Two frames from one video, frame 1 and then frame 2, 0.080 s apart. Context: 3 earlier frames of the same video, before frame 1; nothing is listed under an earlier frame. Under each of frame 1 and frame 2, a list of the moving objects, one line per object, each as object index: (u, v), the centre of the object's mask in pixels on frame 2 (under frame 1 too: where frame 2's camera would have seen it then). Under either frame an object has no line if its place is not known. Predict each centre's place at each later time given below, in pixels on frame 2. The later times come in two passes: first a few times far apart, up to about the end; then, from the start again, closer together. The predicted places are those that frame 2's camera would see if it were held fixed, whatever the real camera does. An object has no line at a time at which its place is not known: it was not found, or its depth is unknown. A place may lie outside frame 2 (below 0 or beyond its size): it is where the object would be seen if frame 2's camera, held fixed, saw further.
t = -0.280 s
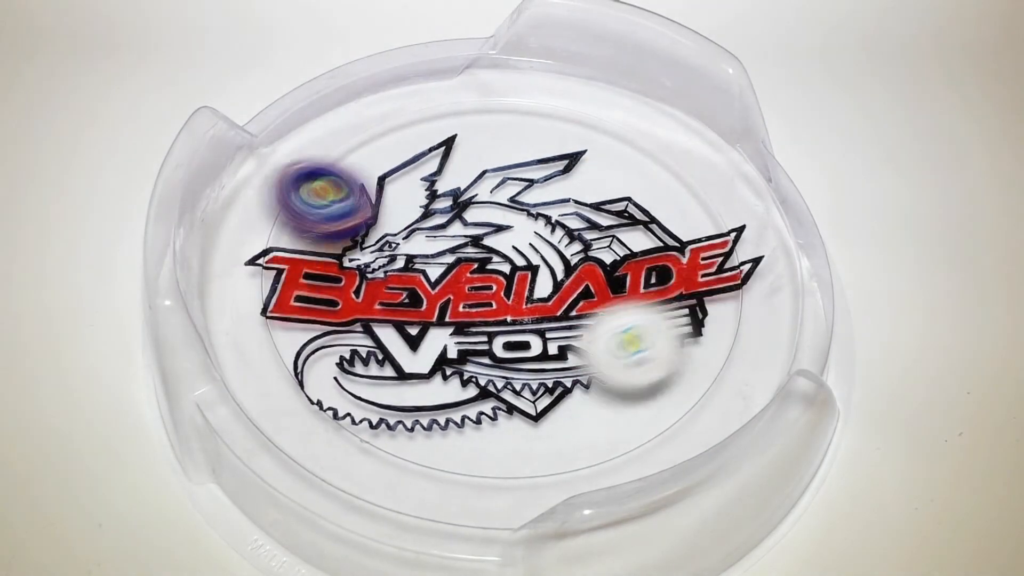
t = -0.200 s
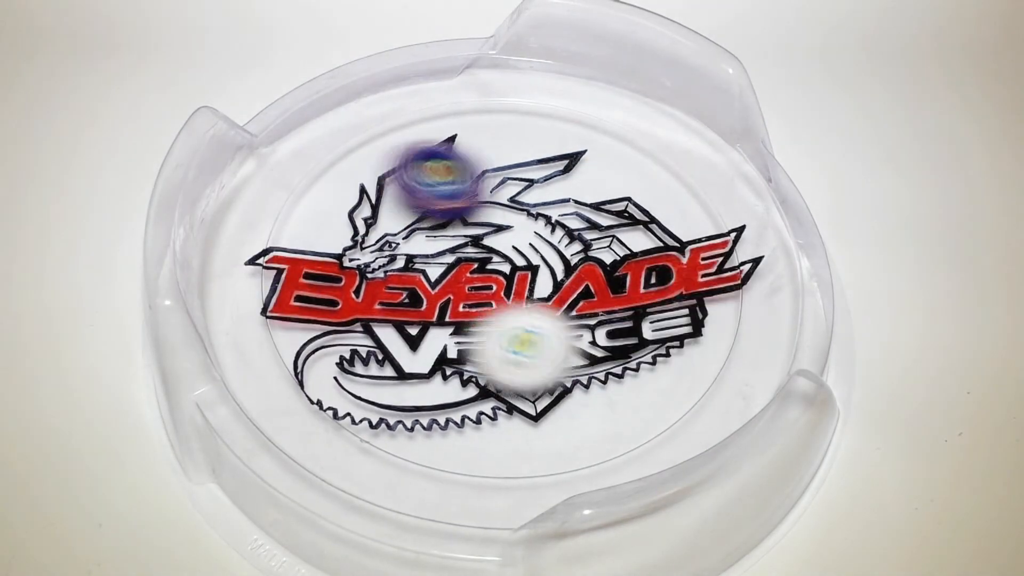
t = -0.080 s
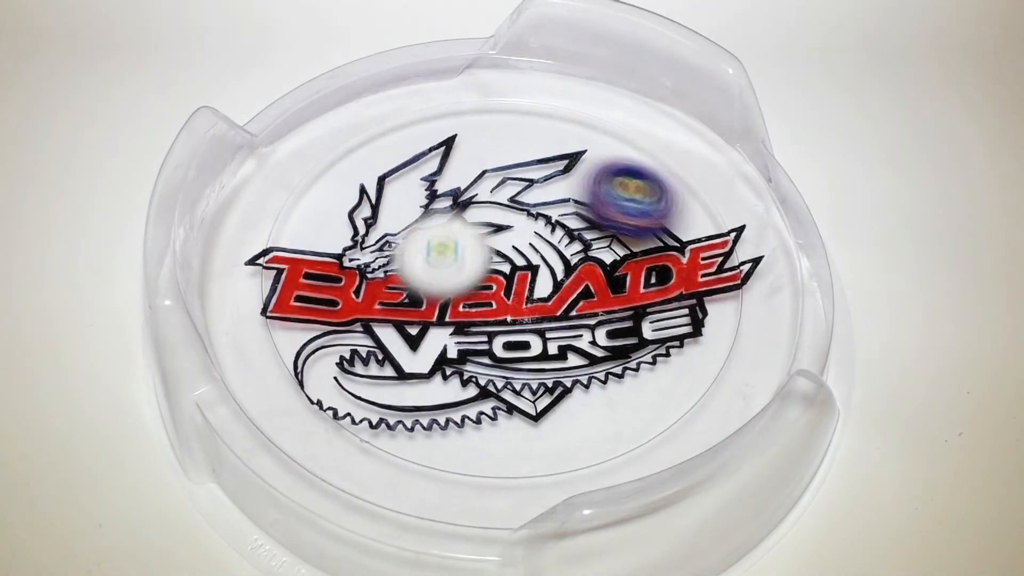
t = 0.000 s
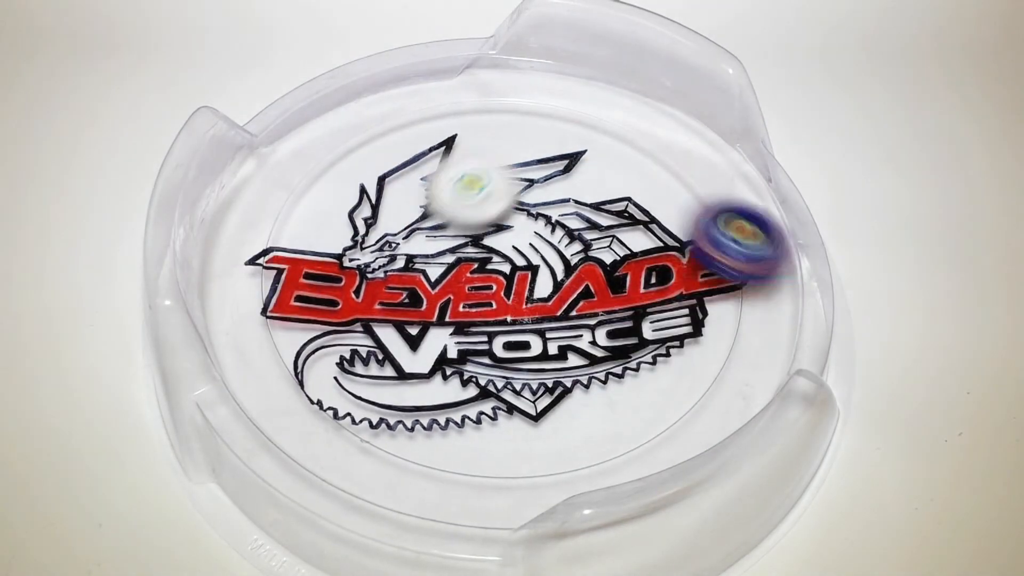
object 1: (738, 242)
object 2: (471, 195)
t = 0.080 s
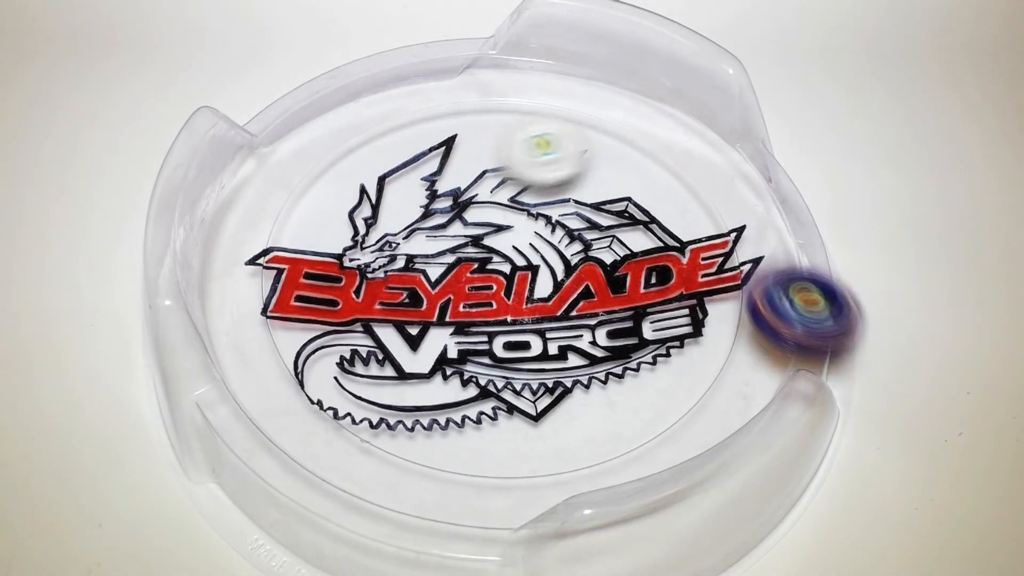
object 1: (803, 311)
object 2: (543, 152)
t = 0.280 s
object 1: (715, 317)
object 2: (706, 197)
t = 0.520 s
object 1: (311, 403)
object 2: (622, 124)
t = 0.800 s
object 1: (466, 142)
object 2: (634, 160)
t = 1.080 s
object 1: (594, 183)
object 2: (633, 289)
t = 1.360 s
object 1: (592, 279)
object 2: (387, 272)
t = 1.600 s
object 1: (456, 266)
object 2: (460, 123)
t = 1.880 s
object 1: (532, 123)
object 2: (575, 263)
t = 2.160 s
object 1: (676, 299)
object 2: (370, 249)
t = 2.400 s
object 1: (375, 367)
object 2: (474, 168)
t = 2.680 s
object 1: (352, 117)
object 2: (488, 316)
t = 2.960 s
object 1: (685, 161)
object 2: (370, 237)
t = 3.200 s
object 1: (601, 419)
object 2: (510, 264)
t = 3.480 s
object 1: (265, 274)
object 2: (424, 339)
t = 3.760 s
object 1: (481, 87)
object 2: (443, 263)
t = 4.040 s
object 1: (715, 283)
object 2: (536, 303)
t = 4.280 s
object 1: (478, 447)
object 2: (484, 337)
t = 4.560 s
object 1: (285, 214)
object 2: (511, 285)
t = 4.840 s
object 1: (567, 128)
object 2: (577, 302)
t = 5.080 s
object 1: (739, 304)
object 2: (547, 316)
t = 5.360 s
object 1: (432, 432)
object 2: (529, 262)
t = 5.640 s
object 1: (341, 197)
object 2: (577, 250)
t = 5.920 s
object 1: (612, 125)
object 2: (555, 274)
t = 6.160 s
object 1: (739, 291)
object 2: (504, 252)
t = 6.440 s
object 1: (465, 408)
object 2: (516, 220)
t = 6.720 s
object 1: (341, 195)
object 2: (523, 243)
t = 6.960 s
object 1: (523, 90)
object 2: (485, 263)
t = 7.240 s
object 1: (704, 236)
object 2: (455, 246)
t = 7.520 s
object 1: (499, 393)
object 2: (477, 252)
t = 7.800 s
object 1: (310, 236)
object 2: (484, 283)
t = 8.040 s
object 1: (446, 118)
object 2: (468, 290)
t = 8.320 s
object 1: (654, 235)
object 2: (476, 283)
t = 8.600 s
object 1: (517, 403)
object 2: (509, 290)
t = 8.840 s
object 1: (327, 305)
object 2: (518, 302)
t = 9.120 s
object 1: (457, 154)
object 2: (510, 295)
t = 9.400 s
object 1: (669, 234)
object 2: (525, 276)
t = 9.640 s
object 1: (600, 389)
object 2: (539, 274)
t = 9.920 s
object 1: (369, 313)
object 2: (530, 276)
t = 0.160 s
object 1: (786, 281)
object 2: (631, 153)
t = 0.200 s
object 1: (763, 273)
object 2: (672, 171)
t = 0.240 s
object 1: (732, 284)
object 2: (700, 196)
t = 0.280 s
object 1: (715, 317)
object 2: (706, 197)
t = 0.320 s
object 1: (701, 386)
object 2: (685, 155)
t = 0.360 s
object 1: (624, 434)
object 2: (657, 134)
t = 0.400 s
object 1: (543, 455)
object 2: (632, 133)
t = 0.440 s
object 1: (457, 456)
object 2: (622, 131)
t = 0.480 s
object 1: (378, 436)
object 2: (619, 130)
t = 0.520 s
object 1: (311, 403)
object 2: (622, 124)
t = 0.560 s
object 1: (269, 360)
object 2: (629, 120)
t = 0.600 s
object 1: (282, 316)
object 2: (634, 132)
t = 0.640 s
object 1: (302, 291)
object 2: (640, 144)
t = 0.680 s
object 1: (331, 254)
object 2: (642, 150)
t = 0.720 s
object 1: (370, 212)
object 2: (643, 154)
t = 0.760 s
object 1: (414, 176)
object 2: (640, 157)
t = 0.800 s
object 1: (466, 142)
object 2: (634, 160)
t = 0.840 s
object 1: (522, 118)
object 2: (626, 162)
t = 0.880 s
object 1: (556, 84)
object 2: (644, 175)
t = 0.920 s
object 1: (563, 79)
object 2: (673, 198)
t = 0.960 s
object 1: (567, 108)
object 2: (682, 220)
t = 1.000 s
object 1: (577, 134)
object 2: (674, 239)
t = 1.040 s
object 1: (591, 166)
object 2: (650, 258)
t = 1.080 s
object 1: (594, 183)
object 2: (633, 289)
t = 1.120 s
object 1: (588, 191)
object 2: (608, 320)
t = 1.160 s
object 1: (584, 202)
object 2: (571, 340)
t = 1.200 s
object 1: (582, 215)
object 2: (521, 344)
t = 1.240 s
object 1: (585, 232)
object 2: (476, 336)
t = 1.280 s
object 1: (592, 247)
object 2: (442, 320)
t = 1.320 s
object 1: (596, 263)
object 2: (411, 298)
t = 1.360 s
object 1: (592, 279)
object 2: (387, 272)
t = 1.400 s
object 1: (577, 293)
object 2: (377, 241)
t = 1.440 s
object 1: (556, 302)
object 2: (377, 210)
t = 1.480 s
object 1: (528, 306)
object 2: (385, 180)
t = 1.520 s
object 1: (501, 299)
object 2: (404, 156)
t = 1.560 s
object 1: (477, 286)
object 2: (430, 138)
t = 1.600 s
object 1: (456, 266)
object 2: (460, 123)
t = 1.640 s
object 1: (444, 242)
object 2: (489, 126)
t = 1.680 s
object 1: (438, 214)
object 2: (522, 136)
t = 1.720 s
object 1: (443, 186)
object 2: (549, 152)
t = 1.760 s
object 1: (457, 161)
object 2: (573, 176)
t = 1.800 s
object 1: (477, 140)
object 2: (586, 204)
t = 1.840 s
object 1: (502, 128)
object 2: (587, 237)
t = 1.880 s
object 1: (532, 123)
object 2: (575, 263)
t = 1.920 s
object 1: (566, 128)
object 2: (550, 287)
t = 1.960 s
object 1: (600, 139)
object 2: (515, 304)
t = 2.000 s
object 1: (634, 157)
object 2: (478, 308)
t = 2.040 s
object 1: (662, 185)
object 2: (442, 306)
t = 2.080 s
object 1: (682, 224)
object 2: (410, 293)
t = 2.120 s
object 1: (685, 260)
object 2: (384, 275)
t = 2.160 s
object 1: (676, 299)
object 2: (370, 249)
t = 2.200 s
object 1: (653, 335)
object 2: (364, 225)
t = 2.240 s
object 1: (614, 366)
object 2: (370, 199)
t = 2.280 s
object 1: (560, 388)
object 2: (388, 179)
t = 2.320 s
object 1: (500, 395)
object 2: (412, 165)
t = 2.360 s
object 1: (436, 389)
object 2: (444, 160)
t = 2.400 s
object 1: (375, 367)
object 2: (474, 168)
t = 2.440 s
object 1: (326, 336)
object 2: (499, 180)
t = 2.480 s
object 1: (292, 301)
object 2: (520, 201)
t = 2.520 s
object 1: (267, 260)
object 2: (533, 228)
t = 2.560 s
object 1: (271, 219)
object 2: (536, 254)
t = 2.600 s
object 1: (291, 182)
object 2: (528, 279)
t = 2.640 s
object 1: (313, 146)
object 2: (512, 301)
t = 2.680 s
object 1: (352, 117)
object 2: (488, 316)
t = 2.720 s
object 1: (397, 98)
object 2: (458, 323)
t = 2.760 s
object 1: (449, 85)
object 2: (425, 322)
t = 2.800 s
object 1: (504, 80)
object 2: (399, 312)
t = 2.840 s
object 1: (558, 87)
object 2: (376, 296)
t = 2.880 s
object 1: (607, 102)
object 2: (365, 278)
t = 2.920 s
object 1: (651, 127)
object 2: (362, 256)
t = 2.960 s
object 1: (685, 161)
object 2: (370, 237)
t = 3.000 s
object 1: (708, 203)
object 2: (390, 220)
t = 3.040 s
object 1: (720, 251)
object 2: (417, 214)
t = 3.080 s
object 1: (715, 300)
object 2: (444, 217)
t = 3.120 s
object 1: (691, 347)
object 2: (469, 226)
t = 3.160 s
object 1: (653, 389)
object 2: (493, 241)
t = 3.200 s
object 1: (601, 419)
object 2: (510, 264)
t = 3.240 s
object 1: (541, 441)
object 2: (519, 284)
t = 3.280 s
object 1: (475, 448)
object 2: (516, 305)
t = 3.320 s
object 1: (412, 431)
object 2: (506, 327)
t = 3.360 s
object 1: (352, 406)
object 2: (488, 340)
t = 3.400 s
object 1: (309, 363)
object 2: (466, 348)
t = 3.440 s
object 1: (279, 321)
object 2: (445, 347)
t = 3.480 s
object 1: (265, 274)
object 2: (424, 339)
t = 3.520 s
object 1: (269, 229)
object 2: (408, 326)
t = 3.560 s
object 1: (284, 186)
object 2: (397, 312)
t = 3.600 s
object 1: (310, 150)
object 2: (397, 298)
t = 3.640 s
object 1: (345, 121)
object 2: (402, 287)
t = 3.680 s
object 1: (386, 102)
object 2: (412, 276)
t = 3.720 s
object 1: (432, 90)
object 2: (427, 268)
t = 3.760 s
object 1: (481, 87)
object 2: (443, 263)
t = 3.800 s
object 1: (530, 93)
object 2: (462, 262)
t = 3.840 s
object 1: (578, 107)
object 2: (480, 264)
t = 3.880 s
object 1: (623, 130)
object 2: (495, 269)
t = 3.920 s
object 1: (660, 161)
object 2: (509, 275)
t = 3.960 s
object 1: (689, 196)
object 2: (524, 283)
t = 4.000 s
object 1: (708, 241)
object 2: (532, 293)
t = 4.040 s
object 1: (715, 283)
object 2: (536, 303)
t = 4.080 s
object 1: (707, 327)
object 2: (536, 312)
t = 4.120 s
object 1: (686, 374)
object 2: (532, 327)
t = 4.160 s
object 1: (653, 409)
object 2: (525, 337)
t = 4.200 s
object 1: (600, 434)
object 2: (512, 343)
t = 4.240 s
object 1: (541, 447)
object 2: (497, 343)
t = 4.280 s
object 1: (478, 447)
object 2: (484, 337)
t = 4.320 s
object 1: (417, 431)
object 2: (476, 328)
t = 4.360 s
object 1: (363, 409)
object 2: (475, 319)
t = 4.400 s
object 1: (319, 373)
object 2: (477, 310)
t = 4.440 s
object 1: (288, 334)
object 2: (482, 301)
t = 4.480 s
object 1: (272, 295)
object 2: (488, 294)
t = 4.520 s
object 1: (271, 252)
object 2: (498, 290)
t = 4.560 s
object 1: (285, 214)
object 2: (511, 285)
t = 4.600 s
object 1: (308, 182)
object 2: (525, 282)
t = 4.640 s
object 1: (341, 155)
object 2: (537, 282)
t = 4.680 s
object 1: (381, 136)
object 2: (551, 283)
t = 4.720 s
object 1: (426, 124)
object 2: (560, 287)
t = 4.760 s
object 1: (473, 117)
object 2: (569, 291)
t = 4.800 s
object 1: (519, 119)
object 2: (574, 295)
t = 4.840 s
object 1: (567, 128)
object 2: (577, 302)
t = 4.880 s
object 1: (612, 145)
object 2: (578, 307)
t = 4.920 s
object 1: (652, 166)
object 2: (575, 311)
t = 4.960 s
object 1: (686, 194)
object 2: (568, 315)
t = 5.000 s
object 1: (713, 226)
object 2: (562, 317)
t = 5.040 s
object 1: (732, 264)
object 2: (554, 317)
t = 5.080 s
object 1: (739, 304)
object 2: (547, 316)
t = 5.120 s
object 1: (720, 343)
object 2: (539, 310)
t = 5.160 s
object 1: (692, 380)
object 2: (532, 306)
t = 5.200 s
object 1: (649, 411)
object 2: (527, 300)
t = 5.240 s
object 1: (599, 434)
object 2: (523, 292)
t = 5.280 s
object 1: (542, 445)
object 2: (523, 283)
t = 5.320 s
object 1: (486, 445)
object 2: (525, 275)
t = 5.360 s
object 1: (432, 432)
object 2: (529, 262)
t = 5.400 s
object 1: (384, 410)
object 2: (535, 256)
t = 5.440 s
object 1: (347, 377)
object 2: (541, 253)
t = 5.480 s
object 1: (320, 341)
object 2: (549, 249)
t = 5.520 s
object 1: (310, 302)
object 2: (556, 245)
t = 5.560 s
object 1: (312, 266)
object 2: (564, 244)
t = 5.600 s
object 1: (321, 229)
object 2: (571, 246)
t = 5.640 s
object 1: (341, 197)
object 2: (577, 250)
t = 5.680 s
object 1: (369, 168)
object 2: (579, 253)
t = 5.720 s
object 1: (403, 146)
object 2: (580, 258)
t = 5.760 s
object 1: (441, 130)
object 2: (579, 262)
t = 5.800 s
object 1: (482, 119)
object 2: (576, 266)
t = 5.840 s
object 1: (525, 115)
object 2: (571, 270)
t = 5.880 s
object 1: (569, 118)
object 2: (563, 273)
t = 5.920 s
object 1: (612, 125)
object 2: (555, 274)
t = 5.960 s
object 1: (650, 140)
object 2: (546, 274)
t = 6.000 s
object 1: (685, 159)
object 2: (534, 273)
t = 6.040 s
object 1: (713, 185)
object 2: (525, 267)
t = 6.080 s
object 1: (732, 214)
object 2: (517, 265)
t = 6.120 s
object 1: (740, 252)
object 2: (510, 258)
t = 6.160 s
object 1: (739, 291)
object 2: (504, 252)
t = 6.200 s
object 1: (726, 328)
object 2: (501, 242)
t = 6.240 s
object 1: (699, 362)
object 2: (500, 236)
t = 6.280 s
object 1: (661, 389)
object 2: (501, 230)
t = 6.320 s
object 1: (616, 408)
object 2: (504, 226)
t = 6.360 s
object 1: (567, 419)
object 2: (508, 222)
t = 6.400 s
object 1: (516, 418)
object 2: (511, 220)
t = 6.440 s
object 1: (465, 408)
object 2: (516, 220)
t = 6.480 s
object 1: (419, 389)
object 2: (520, 220)
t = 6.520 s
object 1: (381, 361)
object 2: (522, 223)
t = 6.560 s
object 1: (353, 329)
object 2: (524, 226)
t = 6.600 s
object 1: (335, 297)
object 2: (525, 231)
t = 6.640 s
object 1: (329, 264)
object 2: (525, 235)
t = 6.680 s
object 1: (330, 227)
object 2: (525, 239)
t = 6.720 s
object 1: (341, 195)
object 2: (523, 243)
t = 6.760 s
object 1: (360, 165)
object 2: (519, 248)
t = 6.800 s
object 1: (384, 140)
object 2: (515, 251)
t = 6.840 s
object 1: (414, 119)
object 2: (508, 256)
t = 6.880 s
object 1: (448, 104)
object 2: (500, 260)
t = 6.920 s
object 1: (484, 94)
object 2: (493, 262)
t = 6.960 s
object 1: (523, 90)
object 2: (485, 263)
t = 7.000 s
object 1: (562, 94)
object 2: (478, 262)
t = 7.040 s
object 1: (599, 103)
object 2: (469, 261)
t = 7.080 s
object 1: (632, 120)
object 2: (464, 260)
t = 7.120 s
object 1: (661, 143)
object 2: (459, 257)
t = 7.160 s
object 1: (683, 171)
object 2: (456, 252)
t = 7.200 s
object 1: (697, 202)
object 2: (455, 249)
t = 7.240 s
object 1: (704, 236)
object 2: (455, 246)
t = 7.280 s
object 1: (700, 270)
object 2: (457, 245)
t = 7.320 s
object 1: (684, 301)
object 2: (458, 244)
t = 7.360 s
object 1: (661, 333)
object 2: (461, 243)
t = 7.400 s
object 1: (629, 359)
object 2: (465, 244)
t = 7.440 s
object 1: (590, 379)
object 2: (469, 245)
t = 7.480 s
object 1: (546, 390)
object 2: (473, 247)
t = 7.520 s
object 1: (499, 393)
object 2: (477, 252)
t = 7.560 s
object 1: (454, 389)
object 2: (480, 254)
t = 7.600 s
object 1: (410, 375)
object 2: (483, 260)
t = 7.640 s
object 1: (375, 355)
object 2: (485, 265)
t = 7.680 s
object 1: (345, 328)
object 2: (487, 272)
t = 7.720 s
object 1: (323, 298)
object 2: (487, 277)
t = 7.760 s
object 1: (313, 270)
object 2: (486, 280)
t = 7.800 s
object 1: (310, 236)
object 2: (484, 283)
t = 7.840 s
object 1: (317, 207)
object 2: (481, 286)
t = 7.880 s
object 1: (329, 180)
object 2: (478, 288)
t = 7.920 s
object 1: (351, 157)
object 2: (475, 289)
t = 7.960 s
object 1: (378, 139)
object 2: (473, 290)
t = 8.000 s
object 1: (411, 126)
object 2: (471, 290)
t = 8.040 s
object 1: (446, 118)
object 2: (468, 290)
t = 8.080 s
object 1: (484, 119)
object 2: (467, 289)
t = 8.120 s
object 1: (520, 124)
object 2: (467, 288)
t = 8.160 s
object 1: (557, 137)
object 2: (467, 287)
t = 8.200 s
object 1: (590, 156)
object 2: (468, 286)
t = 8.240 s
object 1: (617, 178)
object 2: (470, 285)
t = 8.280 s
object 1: (639, 204)
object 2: (473, 284)
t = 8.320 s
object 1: (654, 235)
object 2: (476, 283)
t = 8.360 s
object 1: (657, 267)
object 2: (481, 283)
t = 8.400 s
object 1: (656, 296)
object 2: (486, 282)
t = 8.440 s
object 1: (645, 327)
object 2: (490, 282)
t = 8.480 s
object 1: (623, 356)
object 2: (494, 284)
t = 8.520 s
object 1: (595, 377)
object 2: (500, 286)
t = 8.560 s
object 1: (558, 394)
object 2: (506, 287)
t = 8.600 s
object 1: (517, 403)
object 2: (509, 290)
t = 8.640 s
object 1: (475, 403)
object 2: (513, 292)
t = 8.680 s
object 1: (435, 398)
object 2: (515, 294)
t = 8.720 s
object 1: (396, 383)
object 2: (517, 297)
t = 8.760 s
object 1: (363, 361)
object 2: (518, 299)
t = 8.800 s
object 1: (342, 334)
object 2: (518, 300)
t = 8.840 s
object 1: (327, 305)
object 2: (518, 302)
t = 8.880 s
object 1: (324, 279)
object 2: (517, 302)
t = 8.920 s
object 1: (327, 249)
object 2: (516, 302)
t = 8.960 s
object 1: (342, 221)
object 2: (515, 302)
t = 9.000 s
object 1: (364, 196)
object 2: (513, 301)
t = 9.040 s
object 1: (391, 176)
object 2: (512, 300)
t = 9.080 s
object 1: (423, 162)
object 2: (510, 297)
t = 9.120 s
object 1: (457, 154)
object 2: (510, 295)
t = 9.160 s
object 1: (492, 150)
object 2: (511, 292)
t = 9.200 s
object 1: (529, 152)
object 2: (512, 289)
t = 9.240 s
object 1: (565, 159)
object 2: (514, 286)
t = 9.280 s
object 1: (597, 172)
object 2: (517, 283)
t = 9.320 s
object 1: (625, 187)
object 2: (521, 280)
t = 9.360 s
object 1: (650, 209)
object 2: (523, 277)
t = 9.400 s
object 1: (669, 234)
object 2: (525, 276)
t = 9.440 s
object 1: (678, 261)
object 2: (528, 275)
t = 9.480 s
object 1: (680, 291)
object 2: (531, 274)
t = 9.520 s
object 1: (674, 320)
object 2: (533, 274)
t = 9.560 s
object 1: (658, 346)
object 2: (536, 274)
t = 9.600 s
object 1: (632, 371)
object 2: (538, 274)
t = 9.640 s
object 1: (600, 389)
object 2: (539, 274)
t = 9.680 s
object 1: (561, 399)
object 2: (540, 274)
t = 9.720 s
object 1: (520, 403)
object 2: (540, 275)
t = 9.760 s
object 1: (480, 397)
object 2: (539, 276)
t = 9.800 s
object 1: (442, 384)
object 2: (538, 276)
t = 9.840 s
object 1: (409, 364)
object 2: (536, 277)
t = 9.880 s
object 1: (386, 341)
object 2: (533, 277)
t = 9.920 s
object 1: (369, 313)
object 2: (530, 276)
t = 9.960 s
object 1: (361, 286)
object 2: (527, 274)
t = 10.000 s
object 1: (361, 257)
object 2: (524, 272)
